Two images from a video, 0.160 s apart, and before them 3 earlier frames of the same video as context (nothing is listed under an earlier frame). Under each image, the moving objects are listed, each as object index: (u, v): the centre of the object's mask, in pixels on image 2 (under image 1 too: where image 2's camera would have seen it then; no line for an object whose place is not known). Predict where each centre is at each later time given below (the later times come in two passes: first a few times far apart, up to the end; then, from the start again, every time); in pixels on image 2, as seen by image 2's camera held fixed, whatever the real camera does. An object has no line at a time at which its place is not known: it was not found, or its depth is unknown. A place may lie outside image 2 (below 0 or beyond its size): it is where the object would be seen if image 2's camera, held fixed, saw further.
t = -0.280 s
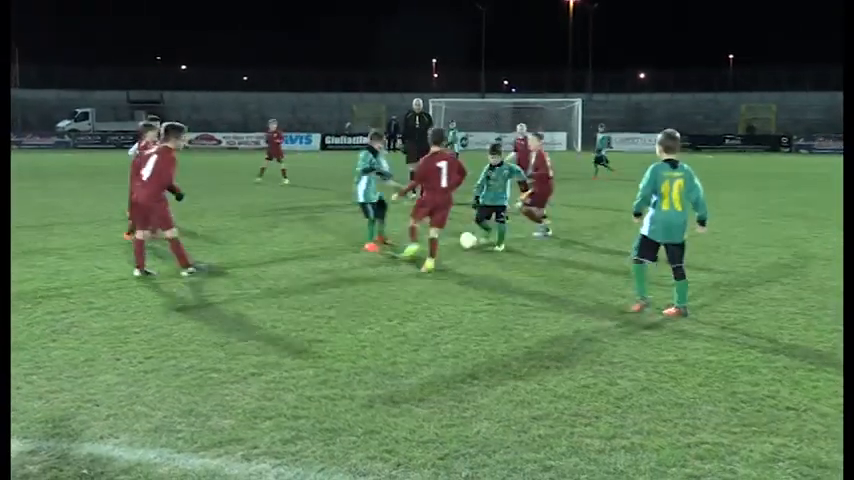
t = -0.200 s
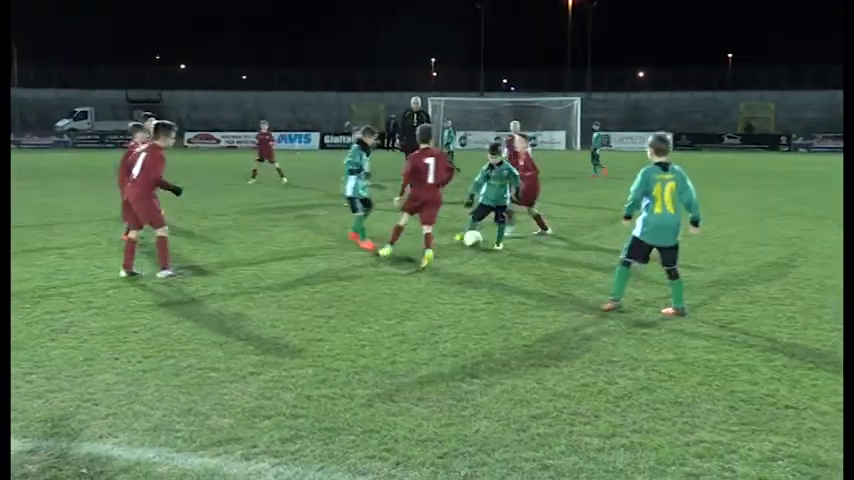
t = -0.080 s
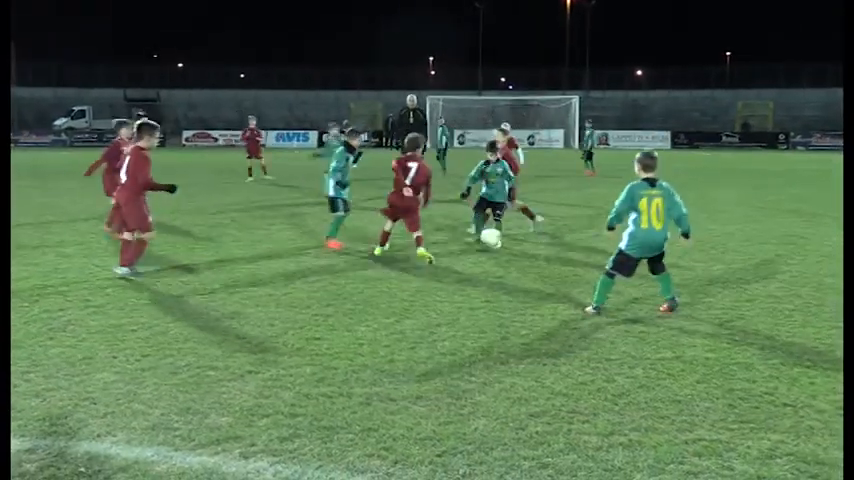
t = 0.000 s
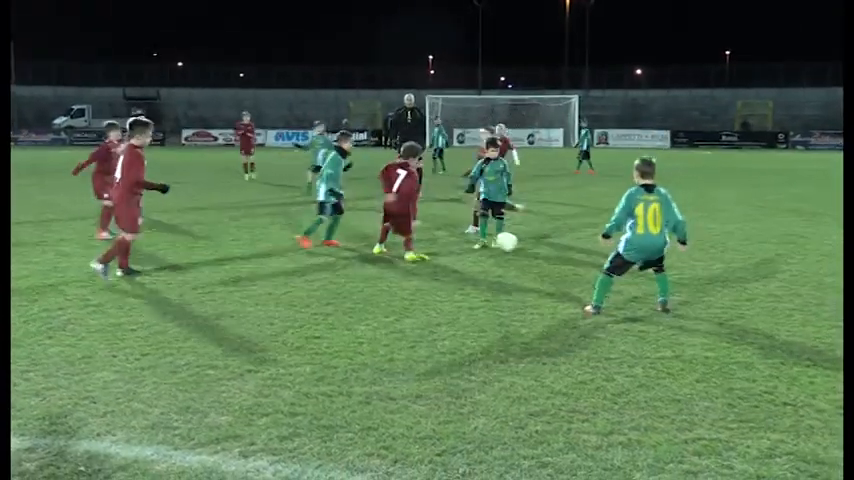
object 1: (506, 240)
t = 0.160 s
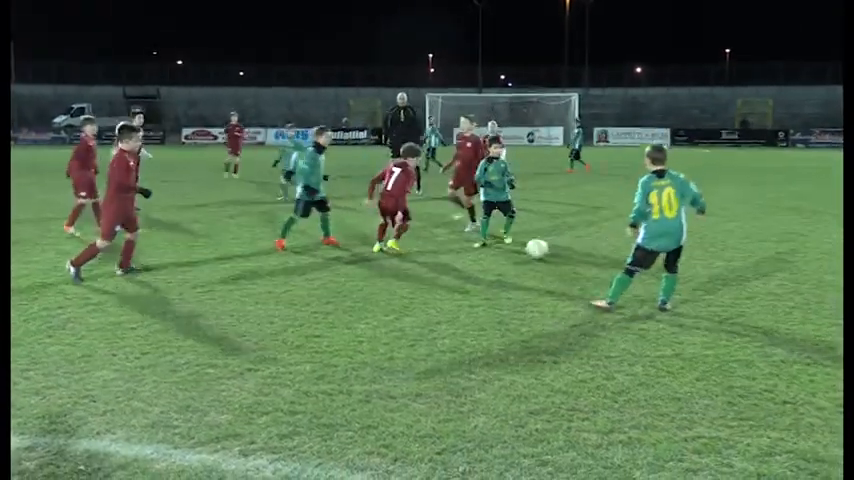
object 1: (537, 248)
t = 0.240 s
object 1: (551, 252)
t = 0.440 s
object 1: (590, 260)
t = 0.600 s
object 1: (622, 269)
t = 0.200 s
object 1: (544, 249)
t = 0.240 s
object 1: (551, 252)
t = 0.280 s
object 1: (559, 253)
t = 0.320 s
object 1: (567, 254)
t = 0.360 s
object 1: (574, 256)
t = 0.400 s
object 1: (583, 259)
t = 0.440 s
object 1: (590, 260)
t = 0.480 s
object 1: (598, 262)
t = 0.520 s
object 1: (606, 265)
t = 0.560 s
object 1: (614, 266)
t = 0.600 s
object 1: (622, 269)
